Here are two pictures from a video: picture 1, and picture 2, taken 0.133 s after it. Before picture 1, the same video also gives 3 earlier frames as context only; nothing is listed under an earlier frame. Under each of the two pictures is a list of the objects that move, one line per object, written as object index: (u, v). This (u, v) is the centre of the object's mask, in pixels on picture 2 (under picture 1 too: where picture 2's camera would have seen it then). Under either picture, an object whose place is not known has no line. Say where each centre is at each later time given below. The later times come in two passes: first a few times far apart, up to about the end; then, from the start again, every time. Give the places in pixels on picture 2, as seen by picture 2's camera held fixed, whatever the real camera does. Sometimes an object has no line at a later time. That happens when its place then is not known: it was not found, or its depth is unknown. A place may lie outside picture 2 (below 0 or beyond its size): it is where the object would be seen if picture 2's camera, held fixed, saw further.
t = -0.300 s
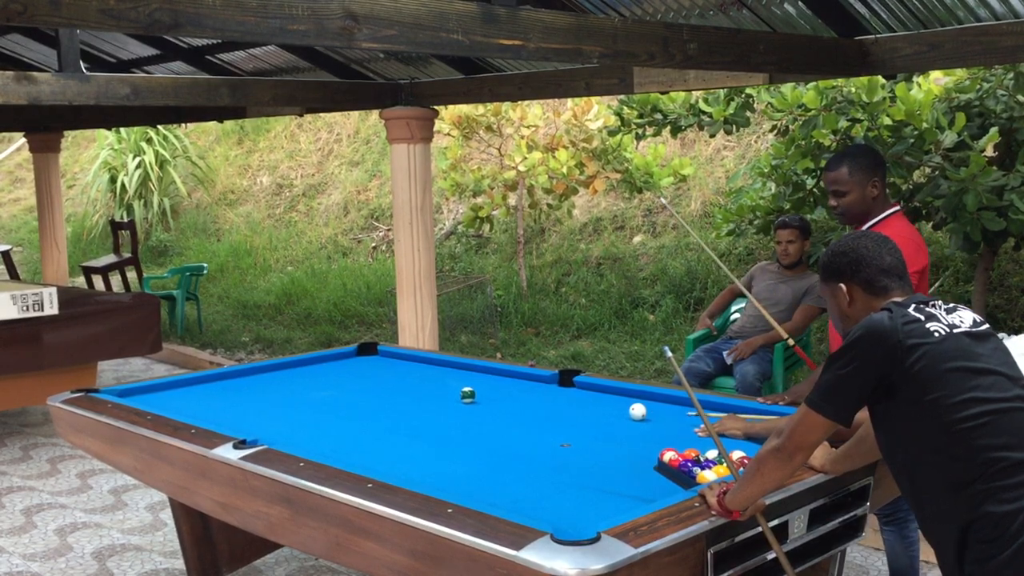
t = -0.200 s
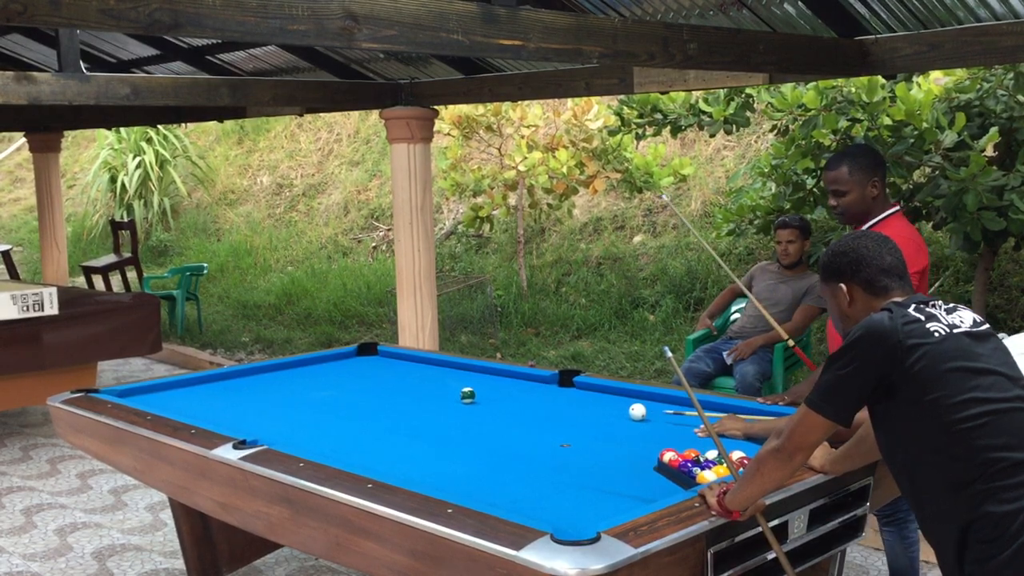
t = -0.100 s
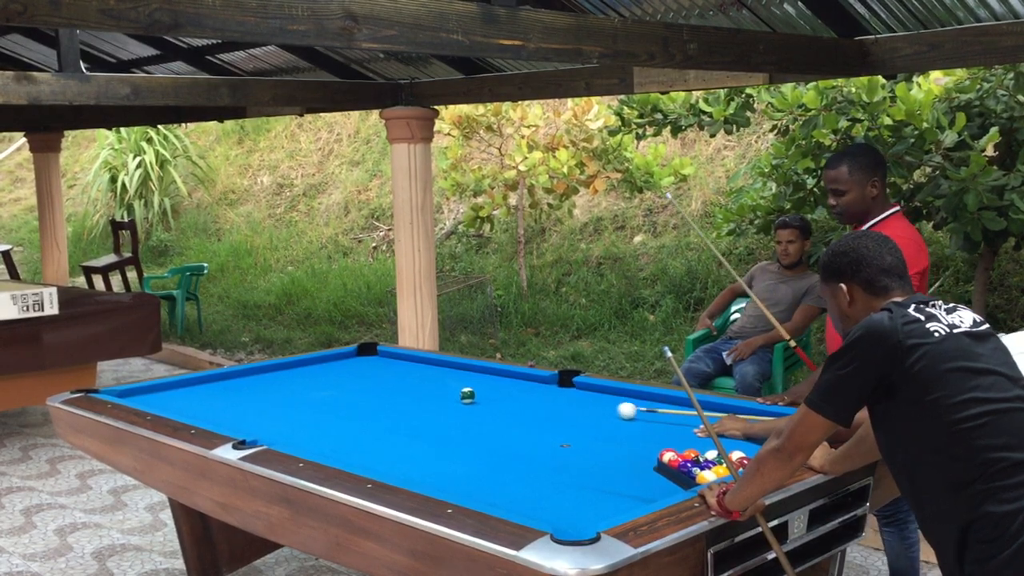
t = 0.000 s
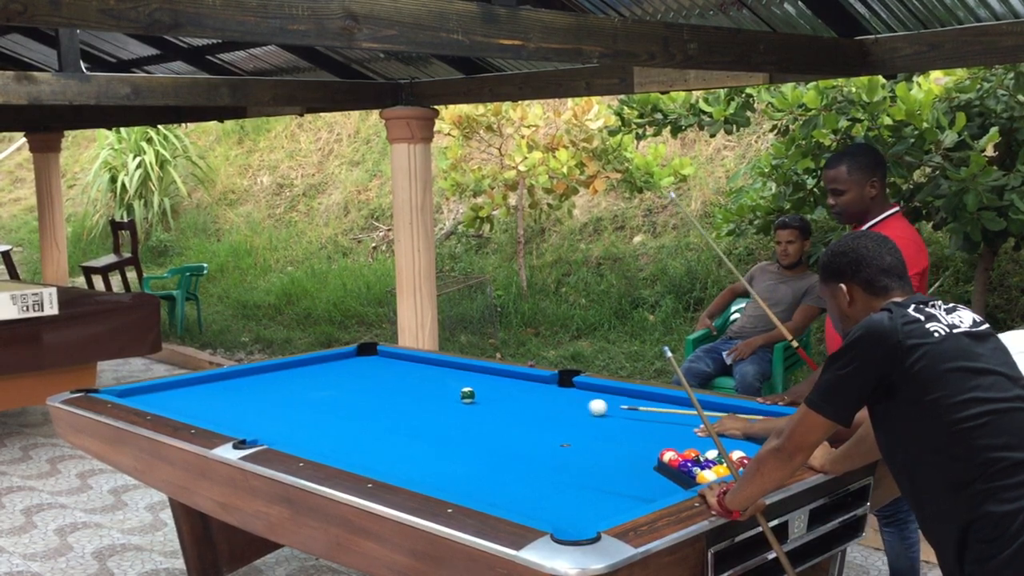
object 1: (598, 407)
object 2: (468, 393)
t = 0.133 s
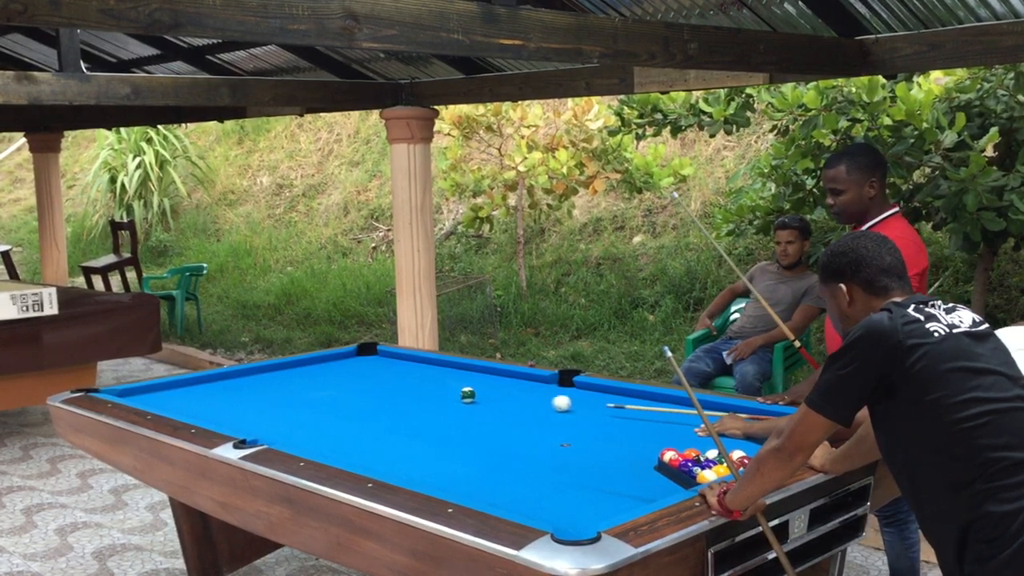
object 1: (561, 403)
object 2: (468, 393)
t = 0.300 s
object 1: (519, 399)
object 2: (468, 393)
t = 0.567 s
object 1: (481, 392)
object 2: (445, 394)
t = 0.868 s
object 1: (469, 386)
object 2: (398, 395)
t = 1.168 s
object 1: (459, 381)
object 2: (353, 394)
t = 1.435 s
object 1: (452, 376)
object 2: (319, 394)
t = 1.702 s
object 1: (445, 372)
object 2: (284, 394)
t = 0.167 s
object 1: (553, 402)
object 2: (468, 393)
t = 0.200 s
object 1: (544, 402)
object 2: (468, 394)
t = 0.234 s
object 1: (535, 400)
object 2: (468, 393)
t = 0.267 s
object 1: (527, 400)
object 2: (468, 393)
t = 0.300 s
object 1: (519, 399)
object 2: (468, 393)
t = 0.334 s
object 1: (510, 398)
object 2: (468, 393)
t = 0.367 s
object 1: (502, 397)
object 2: (467, 393)
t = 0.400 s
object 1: (494, 396)
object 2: (467, 393)
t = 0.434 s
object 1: (487, 395)
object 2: (467, 394)
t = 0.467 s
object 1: (483, 394)
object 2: (464, 393)
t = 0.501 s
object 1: (483, 394)
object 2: (456, 393)
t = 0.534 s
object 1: (482, 393)
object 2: (450, 394)
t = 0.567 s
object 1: (481, 392)
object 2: (445, 394)
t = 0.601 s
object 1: (480, 391)
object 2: (440, 394)
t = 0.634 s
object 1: (478, 391)
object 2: (434, 394)
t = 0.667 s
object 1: (477, 390)
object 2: (428, 394)
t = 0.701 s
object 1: (476, 389)
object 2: (423, 394)
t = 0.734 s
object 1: (474, 389)
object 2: (418, 395)
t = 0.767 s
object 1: (473, 388)
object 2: (414, 394)
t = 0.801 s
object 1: (472, 387)
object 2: (408, 394)
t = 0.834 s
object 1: (470, 387)
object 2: (403, 394)
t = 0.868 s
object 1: (469, 386)
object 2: (398, 395)
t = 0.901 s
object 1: (468, 385)
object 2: (393, 394)
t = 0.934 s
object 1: (467, 385)
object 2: (388, 394)
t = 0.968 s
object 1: (466, 384)
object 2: (382, 394)
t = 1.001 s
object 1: (465, 383)
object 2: (377, 394)
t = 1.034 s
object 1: (464, 383)
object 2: (373, 395)
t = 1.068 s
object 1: (463, 382)
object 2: (369, 394)
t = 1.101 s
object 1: (462, 381)
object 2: (364, 394)
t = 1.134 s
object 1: (461, 381)
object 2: (359, 394)
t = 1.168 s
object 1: (459, 381)
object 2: (353, 394)
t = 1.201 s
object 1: (458, 380)
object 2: (350, 394)
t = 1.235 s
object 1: (457, 379)
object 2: (345, 394)
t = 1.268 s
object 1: (456, 379)
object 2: (340, 394)
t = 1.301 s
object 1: (455, 378)
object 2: (335, 394)
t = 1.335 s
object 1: (454, 378)
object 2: (330, 394)
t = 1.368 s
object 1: (454, 377)
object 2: (327, 395)
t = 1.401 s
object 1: (453, 376)
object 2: (323, 394)
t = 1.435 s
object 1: (452, 376)
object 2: (319, 394)
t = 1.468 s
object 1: (451, 375)
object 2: (314, 393)
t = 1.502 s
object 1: (450, 374)
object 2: (309, 394)
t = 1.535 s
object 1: (450, 374)
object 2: (305, 395)
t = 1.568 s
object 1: (449, 374)
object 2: (301, 394)
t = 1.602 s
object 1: (448, 373)
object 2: (297, 394)
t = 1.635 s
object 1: (447, 373)
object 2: (292, 394)
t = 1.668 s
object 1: (446, 372)
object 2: (288, 394)
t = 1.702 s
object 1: (445, 372)
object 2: (284, 394)
